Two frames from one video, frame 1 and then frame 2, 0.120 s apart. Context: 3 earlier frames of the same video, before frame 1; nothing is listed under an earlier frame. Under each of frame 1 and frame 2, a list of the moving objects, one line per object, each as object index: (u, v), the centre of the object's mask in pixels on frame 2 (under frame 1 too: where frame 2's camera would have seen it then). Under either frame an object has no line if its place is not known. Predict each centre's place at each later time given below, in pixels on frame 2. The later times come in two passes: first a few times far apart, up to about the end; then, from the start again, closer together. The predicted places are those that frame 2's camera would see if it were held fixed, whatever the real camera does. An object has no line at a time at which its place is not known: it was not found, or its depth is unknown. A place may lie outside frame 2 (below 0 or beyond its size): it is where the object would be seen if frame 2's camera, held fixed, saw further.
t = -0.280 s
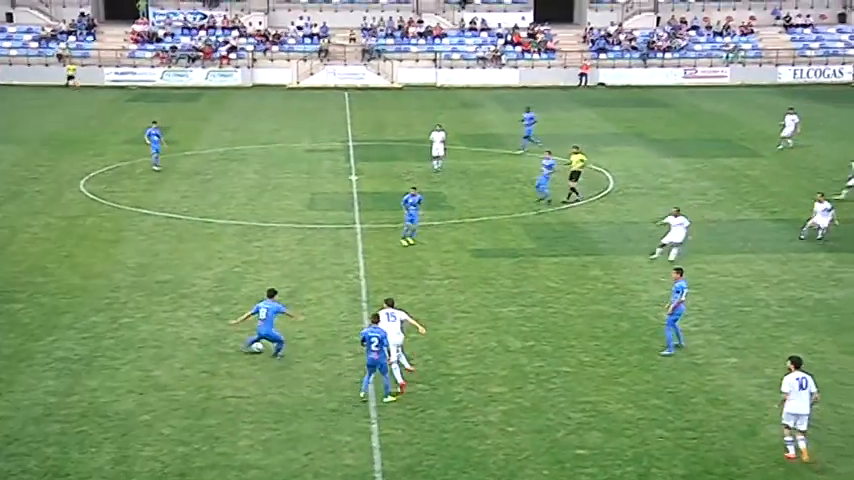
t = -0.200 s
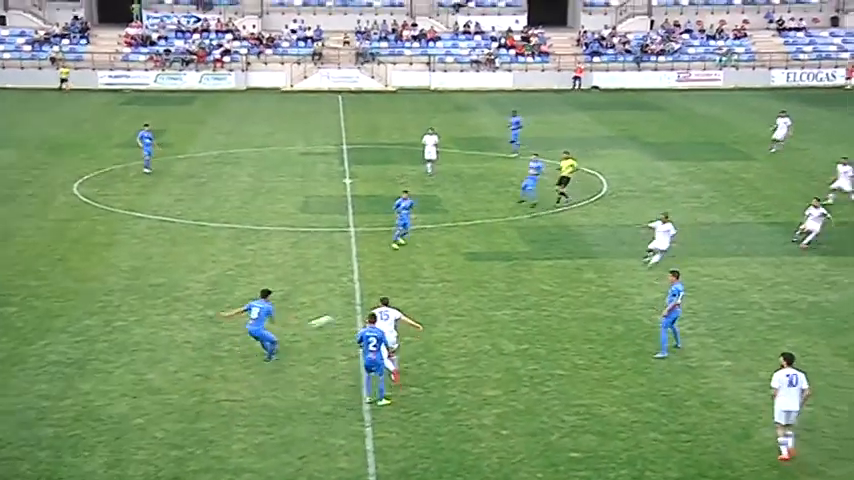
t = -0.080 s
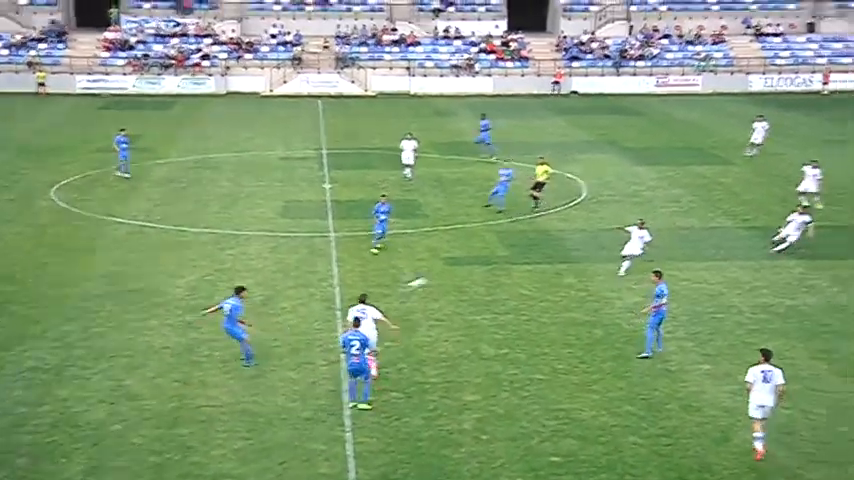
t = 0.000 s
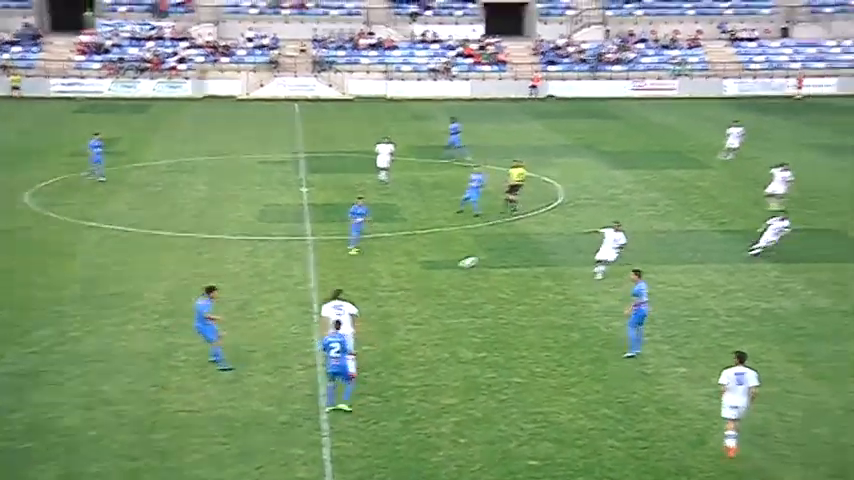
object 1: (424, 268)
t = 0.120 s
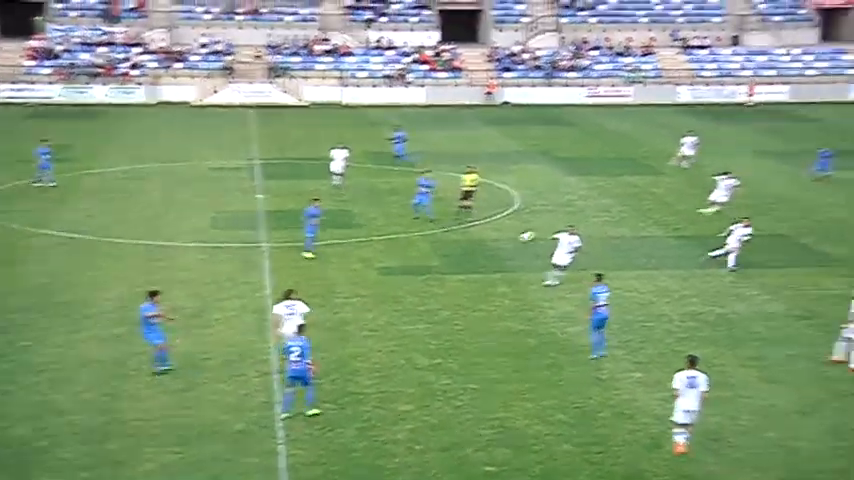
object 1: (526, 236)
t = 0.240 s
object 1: (622, 209)
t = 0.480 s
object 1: (799, 174)
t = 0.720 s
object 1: (963, 160)
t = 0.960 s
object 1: (1119, 165)
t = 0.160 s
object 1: (559, 226)
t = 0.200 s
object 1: (590, 217)
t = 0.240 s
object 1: (622, 209)
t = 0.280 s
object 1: (652, 202)
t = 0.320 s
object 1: (681, 195)
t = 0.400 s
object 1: (741, 183)
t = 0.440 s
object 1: (770, 178)
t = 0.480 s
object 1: (799, 174)
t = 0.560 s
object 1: (855, 167)
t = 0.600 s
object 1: (882, 164)
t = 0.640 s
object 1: (909, 162)
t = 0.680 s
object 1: (936, 161)
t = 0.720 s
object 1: (963, 160)
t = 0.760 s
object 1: (990, 159)
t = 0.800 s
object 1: (1017, 159)
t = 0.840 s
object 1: (1043, 160)
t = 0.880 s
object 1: (1069, 161)
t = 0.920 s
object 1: (1094, 163)
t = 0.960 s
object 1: (1119, 165)
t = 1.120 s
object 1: (1223, 180)
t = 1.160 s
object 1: (1249, 185)
